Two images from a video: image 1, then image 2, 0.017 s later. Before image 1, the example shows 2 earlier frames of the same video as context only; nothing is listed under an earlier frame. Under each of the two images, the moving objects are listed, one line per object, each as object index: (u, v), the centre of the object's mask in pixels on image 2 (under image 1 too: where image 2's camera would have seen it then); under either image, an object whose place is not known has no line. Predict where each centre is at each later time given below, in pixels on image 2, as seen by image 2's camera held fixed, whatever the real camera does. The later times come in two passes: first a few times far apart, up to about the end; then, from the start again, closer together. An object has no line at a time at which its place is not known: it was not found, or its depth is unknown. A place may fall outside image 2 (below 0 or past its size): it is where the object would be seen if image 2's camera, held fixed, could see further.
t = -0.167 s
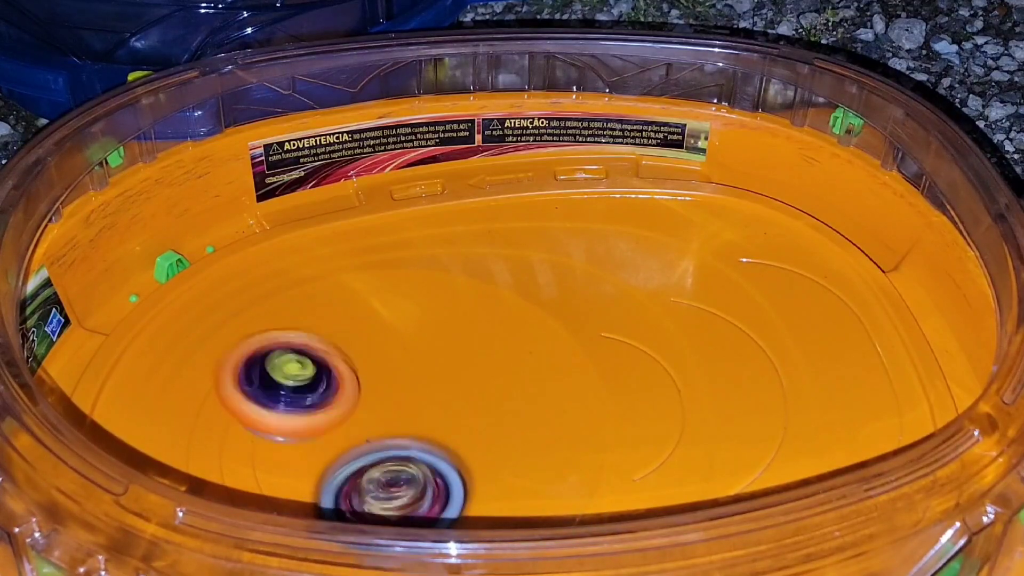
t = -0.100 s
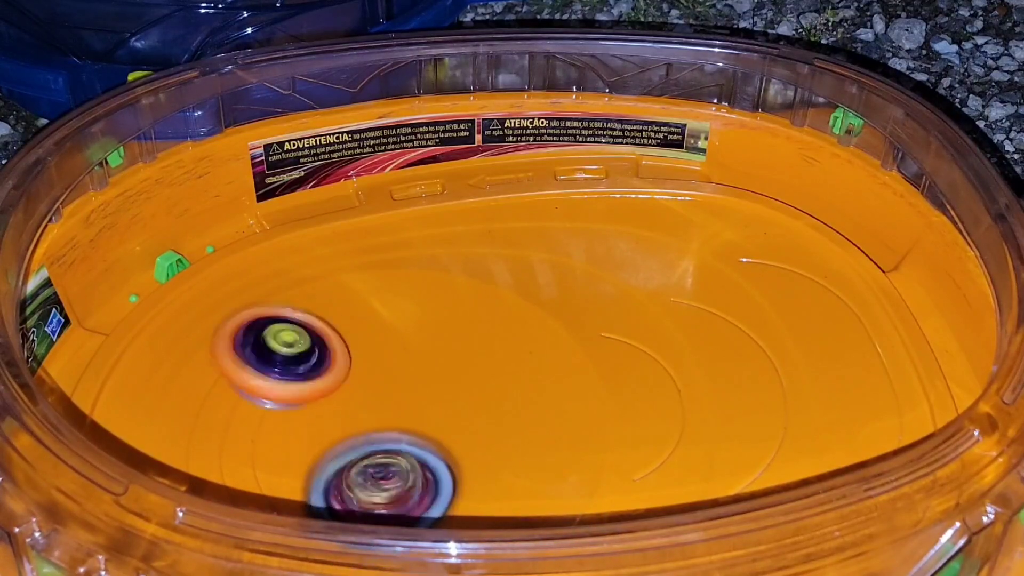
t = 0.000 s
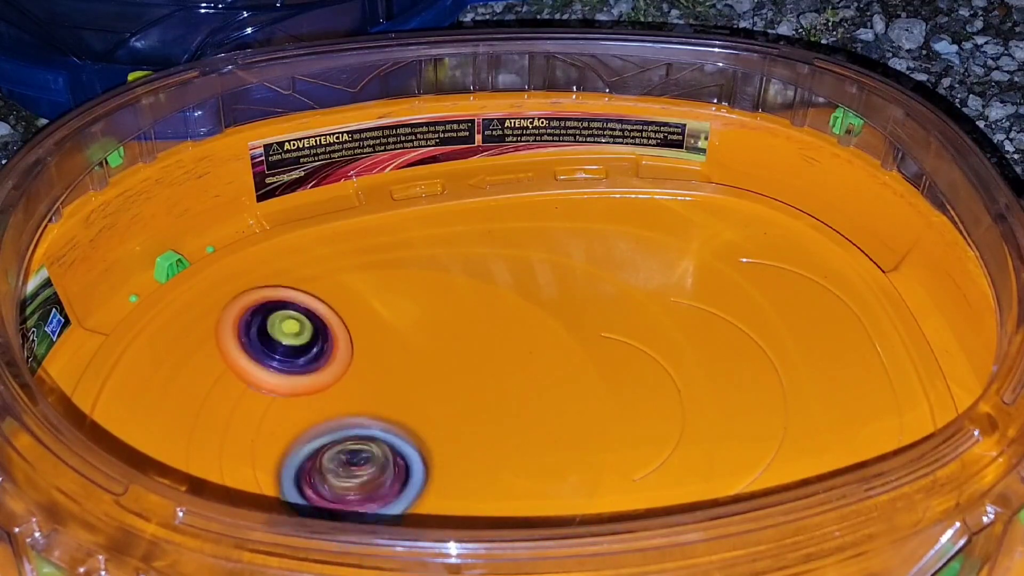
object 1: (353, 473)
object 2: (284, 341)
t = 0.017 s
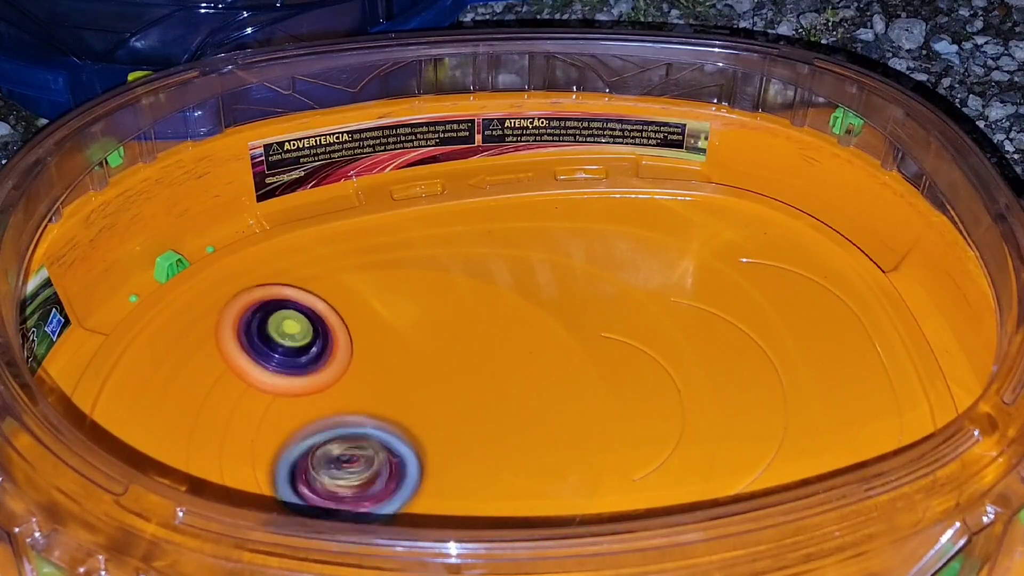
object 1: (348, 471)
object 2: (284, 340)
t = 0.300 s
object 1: (266, 447)
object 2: (305, 325)
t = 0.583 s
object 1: (263, 433)
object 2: (373, 343)
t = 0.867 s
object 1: (268, 412)
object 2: (432, 395)
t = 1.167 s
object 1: (295, 385)
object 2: (405, 456)
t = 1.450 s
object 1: (305, 323)
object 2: (351, 469)
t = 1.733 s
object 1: (361, 298)
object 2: (314, 448)
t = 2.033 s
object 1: (398, 269)
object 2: (374, 404)
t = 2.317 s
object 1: (454, 287)
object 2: (422, 438)
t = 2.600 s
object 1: (479, 321)
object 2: (434, 480)
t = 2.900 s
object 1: (498, 392)
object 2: (376, 473)
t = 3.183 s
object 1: (497, 411)
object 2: (374, 390)
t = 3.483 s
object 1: (481, 431)
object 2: (419, 274)
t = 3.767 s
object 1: (383, 456)
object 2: (423, 267)
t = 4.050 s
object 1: (303, 467)
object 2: (399, 379)
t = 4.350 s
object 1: (237, 445)
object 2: (528, 500)
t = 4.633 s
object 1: (233, 380)
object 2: (562, 529)
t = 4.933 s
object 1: (300, 346)
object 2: (539, 509)
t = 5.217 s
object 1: (396, 342)
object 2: (407, 502)
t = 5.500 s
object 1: (474, 355)
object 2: (398, 501)
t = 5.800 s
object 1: (510, 387)
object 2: (428, 500)
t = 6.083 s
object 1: (461, 420)
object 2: (384, 504)
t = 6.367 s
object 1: (384, 426)
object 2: (373, 509)
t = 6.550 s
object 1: (355, 391)
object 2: (389, 506)
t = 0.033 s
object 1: (342, 469)
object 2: (284, 338)
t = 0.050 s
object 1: (335, 468)
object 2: (284, 337)
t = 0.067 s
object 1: (329, 467)
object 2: (284, 335)
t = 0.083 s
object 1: (324, 466)
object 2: (285, 335)
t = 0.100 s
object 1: (318, 465)
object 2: (285, 333)
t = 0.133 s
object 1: (310, 465)
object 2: (287, 331)
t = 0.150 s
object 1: (305, 465)
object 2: (288, 330)
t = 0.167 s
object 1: (300, 464)
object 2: (289, 328)
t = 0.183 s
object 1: (295, 462)
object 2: (291, 327)
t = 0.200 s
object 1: (291, 458)
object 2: (292, 326)
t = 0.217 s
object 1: (285, 457)
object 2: (294, 326)
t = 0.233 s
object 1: (281, 455)
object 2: (295, 325)
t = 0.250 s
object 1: (277, 454)
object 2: (298, 325)
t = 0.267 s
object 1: (273, 452)
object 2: (299, 325)
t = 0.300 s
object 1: (266, 447)
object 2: (305, 325)
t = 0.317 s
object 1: (264, 444)
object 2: (308, 325)
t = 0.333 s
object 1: (262, 441)
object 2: (311, 327)
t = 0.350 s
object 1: (258, 438)
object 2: (315, 326)
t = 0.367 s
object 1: (255, 434)
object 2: (318, 328)
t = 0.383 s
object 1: (254, 432)
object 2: (323, 326)
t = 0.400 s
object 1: (253, 432)
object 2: (328, 325)
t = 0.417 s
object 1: (255, 432)
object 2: (333, 323)
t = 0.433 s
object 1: (258, 433)
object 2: (338, 324)
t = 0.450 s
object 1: (261, 433)
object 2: (342, 325)
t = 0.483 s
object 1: (265, 433)
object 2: (349, 329)
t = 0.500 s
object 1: (266, 434)
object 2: (353, 331)
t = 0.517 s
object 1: (266, 434)
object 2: (357, 333)
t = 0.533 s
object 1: (265, 434)
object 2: (361, 336)
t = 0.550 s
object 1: (264, 434)
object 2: (365, 338)
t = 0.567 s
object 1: (263, 433)
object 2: (369, 340)
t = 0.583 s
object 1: (263, 433)
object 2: (373, 343)
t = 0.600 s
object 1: (263, 432)
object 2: (377, 345)
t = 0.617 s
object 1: (264, 432)
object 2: (381, 349)
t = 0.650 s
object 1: (267, 431)
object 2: (389, 355)
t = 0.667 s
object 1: (270, 430)
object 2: (393, 357)
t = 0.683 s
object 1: (272, 427)
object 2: (397, 361)
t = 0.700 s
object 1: (275, 425)
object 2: (400, 364)
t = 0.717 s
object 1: (278, 423)
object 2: (404, 368)
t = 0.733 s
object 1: (278, 422)
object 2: (410, 369)
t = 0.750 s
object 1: (276, 422)
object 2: (417, 370)
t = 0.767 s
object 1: (274, 421)
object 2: (423, 372)
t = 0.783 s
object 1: (273, 421)
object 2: (425, 376)
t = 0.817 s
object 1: (270, 418)
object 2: (429, 383)
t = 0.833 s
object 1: (269, 417)
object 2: (431, 386)
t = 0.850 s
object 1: (268, 414)
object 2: (432, 391)
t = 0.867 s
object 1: (268, 412)
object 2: (432, 395)
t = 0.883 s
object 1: (268, 410)
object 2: (434, 399)
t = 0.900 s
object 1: (267, 408)
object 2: (433, 403)
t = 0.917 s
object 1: (268, 406)
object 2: (434, 406)
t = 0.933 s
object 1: (268, 404)
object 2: (433, 410)
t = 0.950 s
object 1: (270, 402)
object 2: (432, 414)
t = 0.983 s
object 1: (273, 397)
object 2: (430, 421)
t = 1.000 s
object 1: (274, 395)
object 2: (429, 425)
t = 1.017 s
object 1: (276, 393)
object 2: (427, 428)
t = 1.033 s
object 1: (277, 391)
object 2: (427, 431)
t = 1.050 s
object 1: (278, 389)
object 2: (424, 435)
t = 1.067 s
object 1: (279, 388)
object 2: (423, 438)
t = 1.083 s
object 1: (281, 387)
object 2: (420, 442)
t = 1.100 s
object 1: (283, 386)
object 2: (417, 445)
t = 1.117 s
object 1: (285, 386)
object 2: (414, 448)
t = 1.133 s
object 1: (288, 385)
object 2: (411, 451)
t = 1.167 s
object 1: (295, 385)
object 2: (405, 456)
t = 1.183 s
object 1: (299, 384)
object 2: (404, 460)
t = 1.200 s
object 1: (302, 380)
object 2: (404, 465)
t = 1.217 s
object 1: (303, 375)
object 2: (403, 469)
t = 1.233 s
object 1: (304, 371)
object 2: (401, 472)
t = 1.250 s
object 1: (305, 366)
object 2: (398, 473)
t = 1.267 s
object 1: (306, 362)
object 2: (395, 473)
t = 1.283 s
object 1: (306, 358)
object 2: (389, 474)
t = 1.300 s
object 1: (306, 354)
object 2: (386, 475)
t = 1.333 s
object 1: (307, 344)
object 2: (378, 475)
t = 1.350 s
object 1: (308, 339)
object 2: (375, 475)
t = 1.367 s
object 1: (308, 335)
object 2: (370, 474)
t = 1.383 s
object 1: (308, 331)
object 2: (367, 473)
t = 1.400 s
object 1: (307, 329)
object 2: (362, 473)
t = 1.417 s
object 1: (306, 326)
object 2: (359, 472)
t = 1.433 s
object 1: (306, 324)
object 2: (355, 470)
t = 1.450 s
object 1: (305, 323)
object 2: (351, 469)
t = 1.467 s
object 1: (305, 322)
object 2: (349, 468)
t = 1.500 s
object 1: (305, 322)
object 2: (342, 464)
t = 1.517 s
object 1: (306, 323)
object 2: (340, 462)
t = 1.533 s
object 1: (308, 324)
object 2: (336, 458)
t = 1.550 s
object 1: (311, 326)
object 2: (335, 456)
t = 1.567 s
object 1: (313, 327)
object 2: (332, 453)
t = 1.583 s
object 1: (318, 327)
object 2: (331, 450)
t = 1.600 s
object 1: (321, 328)
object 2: (330, 447)
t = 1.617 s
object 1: (325, 328)
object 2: (328, 443)
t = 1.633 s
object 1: (332, 326)
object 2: (326, 443)
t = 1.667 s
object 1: (344, 314)
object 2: (317, 450)
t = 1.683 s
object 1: (349, 310)
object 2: (315, 452)
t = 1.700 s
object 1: (353, 305)
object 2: (314, 452)
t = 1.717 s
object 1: (357, 302)
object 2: (312, 450)
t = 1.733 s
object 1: (361, 298)
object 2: (314, 448)
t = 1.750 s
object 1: (364, 295)
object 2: (315, 446)
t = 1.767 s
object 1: (367, 292)
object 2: (316, 443)
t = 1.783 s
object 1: (370, 289)
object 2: (320, 442)
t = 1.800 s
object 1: (373, 286)
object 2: (321, 440)
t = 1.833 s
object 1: (378, 280)
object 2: (326, 434)
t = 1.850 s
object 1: (380, 278)
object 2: (328, 431)
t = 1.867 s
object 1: (383, 274)
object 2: (332, 429)
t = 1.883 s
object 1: (385, 273)
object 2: (335, 427)
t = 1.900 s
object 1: (388, 271)
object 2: (339, 423)
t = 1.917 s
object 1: (390, 269)
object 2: (343, 422)
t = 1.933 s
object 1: (391, 268)
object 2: (345, 419)
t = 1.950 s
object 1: (393, 267)
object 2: (351, 416)
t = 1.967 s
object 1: (394, 267)
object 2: (355, 415)
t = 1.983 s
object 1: (395, 267)
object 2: (359, 411)
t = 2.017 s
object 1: (397, 267)
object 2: (368, 408)
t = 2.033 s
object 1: (398, 269)
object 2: (374, 404)
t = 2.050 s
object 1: (399, 270)
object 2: (379, 403)
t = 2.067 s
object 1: (401, 271)
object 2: (382, 401)
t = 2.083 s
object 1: (403, 273)
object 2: (389, 399)
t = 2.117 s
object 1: (405, 276)
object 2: (394, 398)
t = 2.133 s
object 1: (406, 278)
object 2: (399, 395)
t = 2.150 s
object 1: (409, 280)
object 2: (405, 395)
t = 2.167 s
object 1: (412, 283)
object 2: (409, 393)
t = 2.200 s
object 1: (419, 287)
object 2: (419, 394)
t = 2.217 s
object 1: (423, 289)
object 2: (421, 399)
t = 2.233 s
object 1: (430, 289)
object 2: (420, 408)
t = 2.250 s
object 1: (435, 289)
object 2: (420, 418)
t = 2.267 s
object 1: (440, 289)
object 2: (420, 425)
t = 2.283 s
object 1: (445, 288)
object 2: (421, 430)
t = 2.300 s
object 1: (448, 288)
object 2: (421, 436)
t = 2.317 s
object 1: (454, 287)
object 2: (422, 438)
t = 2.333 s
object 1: (457, 288)
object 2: (424, 440)
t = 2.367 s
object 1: (464, 288)
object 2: (431, 445)
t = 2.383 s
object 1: (467, 289)
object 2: (432, 449)
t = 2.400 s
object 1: (470, 289)
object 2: (435, 452)
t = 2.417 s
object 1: (472, 290)
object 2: (436, 456)
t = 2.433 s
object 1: (473, 290)
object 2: (436, 459)
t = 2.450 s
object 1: (475, 293)
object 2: (438, 463)
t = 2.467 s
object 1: (475, 294)
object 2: (438, 466)
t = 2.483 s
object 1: (476, 297)
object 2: (438, 468)
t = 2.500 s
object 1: (477, 299)
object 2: (438, 471)
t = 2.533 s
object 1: (478, 305)
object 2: (437, 475)
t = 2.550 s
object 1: (478, 309)
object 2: (437, 476)
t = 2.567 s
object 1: (479, 312)
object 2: (435, 478)
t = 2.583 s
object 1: (479, 317)
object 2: (435, 479)
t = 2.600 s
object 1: (479, 321)
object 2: (434, 480)
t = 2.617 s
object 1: (480, 327)
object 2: (431, 482)
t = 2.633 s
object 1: (480, 331)
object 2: (430, 482)
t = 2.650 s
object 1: (480, 335)
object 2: (428, 483)
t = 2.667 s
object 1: (480, 340)
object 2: (425, 484)
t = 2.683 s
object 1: (480, 345)
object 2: (424, 483)
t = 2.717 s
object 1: (480, 355)
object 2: (418, 484)
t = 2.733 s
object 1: (480, 359)
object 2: (417, 483)
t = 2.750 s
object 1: (479, 365)
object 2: (414, 483)
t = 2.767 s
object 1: (480, 369)
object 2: (411, 482)
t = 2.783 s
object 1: (479, 375)
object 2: (410, 481)
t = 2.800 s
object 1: (480, 379)
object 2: (406, 480)
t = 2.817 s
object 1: (479, 384)
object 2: (403, 479)
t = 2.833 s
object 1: (482, 388)
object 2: (399, 479)
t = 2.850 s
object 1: (486, 388)
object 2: (392, 480)
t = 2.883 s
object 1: (493, 391)
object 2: (378, 476)
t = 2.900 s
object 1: (498, 392)
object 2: (376, 473)
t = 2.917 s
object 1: (500, 393)
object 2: (374, 472)
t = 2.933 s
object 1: (503, 394)
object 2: (372, 467)
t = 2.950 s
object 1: (505, 395)
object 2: (372, 463)
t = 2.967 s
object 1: (507, 395)
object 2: (370, 460)
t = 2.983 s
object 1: (507, 396)
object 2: (368, 457)
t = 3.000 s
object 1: (508, 397)
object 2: (367, 453)
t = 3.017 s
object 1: (507, 398)
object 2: (367, 448)
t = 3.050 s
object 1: (505, 399)
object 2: (367, 439)
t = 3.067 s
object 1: (504, 400)
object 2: (368, 434)
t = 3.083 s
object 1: (501, 401)
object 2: (369, 430)
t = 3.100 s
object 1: (499, 402)
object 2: (371, 425)
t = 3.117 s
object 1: (496, 403)
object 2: (371, 421)
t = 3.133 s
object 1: (495, 405)
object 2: (372, 417)
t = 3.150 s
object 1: (494, 407)
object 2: (373, 409)
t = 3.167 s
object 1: (496, 409)
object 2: (373, 400)
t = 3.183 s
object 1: (497, 411)
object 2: (374, 390)
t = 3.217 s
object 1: (502, 414)
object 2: (381, 374)
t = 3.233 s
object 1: (504, 416)
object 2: (385, 365)
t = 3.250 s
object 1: (506, 418)
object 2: (390, 359)
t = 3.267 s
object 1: (507, 419)
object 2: (393, 351)
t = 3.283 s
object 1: (509, 420)
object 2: (398, 345)
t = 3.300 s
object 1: (509, 422)
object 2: (402, 338)
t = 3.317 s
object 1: (509, 423)
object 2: (404, 331)
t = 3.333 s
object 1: (508, 424)
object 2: (408, 321)
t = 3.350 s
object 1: (507, 424)
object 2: (411, 315)
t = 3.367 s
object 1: (505, 425)
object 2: (412, 309)
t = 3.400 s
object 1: (501, 427)
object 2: (416, 296)
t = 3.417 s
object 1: (499, 427)
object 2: (417, 291)
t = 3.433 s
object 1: (495, 428)
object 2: (417, 286)
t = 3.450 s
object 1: (491, 429)
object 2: (418, 281)
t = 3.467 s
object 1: (486, 430)
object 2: (419, 277)
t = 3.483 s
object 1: (481, 431)
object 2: (419, 274)
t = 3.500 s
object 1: (475, 432)
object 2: (419, 272)
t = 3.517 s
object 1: (470, 433)
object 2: (419, 269)
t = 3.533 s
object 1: (465, 434)
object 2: (420, 267)
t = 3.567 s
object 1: (454, 437)
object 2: (420, 266)
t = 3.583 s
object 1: (448, 440)
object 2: (420, 263)
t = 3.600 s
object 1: (442, 441)
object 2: (419, 261)
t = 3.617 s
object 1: (436, 443)
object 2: (421, 259)
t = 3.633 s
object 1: (430, 445)
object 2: (421, 260)
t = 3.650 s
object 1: (425, 446)
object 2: (422, 259)
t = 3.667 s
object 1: (419, 447)
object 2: (423, 260)
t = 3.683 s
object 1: (413, 449)
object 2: (423, 261)
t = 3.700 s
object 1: (407, 450)
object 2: (423, 264)
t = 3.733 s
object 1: (396, 454)
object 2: (422, 264)
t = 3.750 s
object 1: (390, 455)
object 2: (423, 264)
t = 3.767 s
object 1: (383, 456)
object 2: (423, 267)
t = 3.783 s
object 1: (378, 456)
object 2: (423, 269)
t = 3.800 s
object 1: (371, 458)
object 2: (422, 271)
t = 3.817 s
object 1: (366, 458)
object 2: (422, 274)
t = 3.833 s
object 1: (360, 459)
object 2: (421, 279)
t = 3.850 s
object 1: (354, 462)
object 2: (420, 283)
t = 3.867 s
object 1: (349, 460)
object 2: (419, 286)
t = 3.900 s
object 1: (338, 462)
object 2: (416, 295)
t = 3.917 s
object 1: (332, 463)
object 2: (416, 301)
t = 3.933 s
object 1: (328, 464)
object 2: (413, 307)
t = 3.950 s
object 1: (323, 464)
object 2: (412, 313)
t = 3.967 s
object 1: (320, 464)
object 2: (409, 323)
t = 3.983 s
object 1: (314, 466)
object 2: (407, 332)
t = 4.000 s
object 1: (312, 466)
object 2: (404, 345)
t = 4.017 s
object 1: (309, 466)
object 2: (401, 355)
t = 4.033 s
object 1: (306, 466)
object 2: (400, 366)
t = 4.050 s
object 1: (303, 467)
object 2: (399, 379)
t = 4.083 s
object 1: (295, 464)
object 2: (399, 403)
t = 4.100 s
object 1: (287, 464)
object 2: (404, 416)
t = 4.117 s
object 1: (279, 463)
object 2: (412, 431)
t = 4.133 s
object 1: (274, 462)
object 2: (420, 445)
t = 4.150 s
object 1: (270, 462)
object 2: (426, 455)
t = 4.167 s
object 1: (267, 461)
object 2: (437, 464)
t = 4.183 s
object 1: (265, 461)
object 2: (446, 469)
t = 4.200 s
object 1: (262, 460)
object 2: (456, 476)
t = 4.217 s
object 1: (258, 460)
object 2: (466, 482)
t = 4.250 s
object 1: (251, 459)
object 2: (484, 489)
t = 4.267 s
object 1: (247, 459)
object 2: (494, 493)
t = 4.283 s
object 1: (241, 457)
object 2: (502, 495)
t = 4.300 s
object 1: (237, 455)
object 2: (510, 497)
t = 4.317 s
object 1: (238, 450)
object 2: (518, 498)
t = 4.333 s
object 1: (237, 451)
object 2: (523, 499)
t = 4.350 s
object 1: (237, 445)
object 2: (528, 500)
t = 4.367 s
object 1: (234, 442)
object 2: (531, 501)
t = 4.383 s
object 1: (231, 440)
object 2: (536, 502)
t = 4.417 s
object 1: (229, 433)
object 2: (542, 503)
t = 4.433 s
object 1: (227, 430)
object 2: (545, 504)
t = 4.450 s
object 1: (226, 426)
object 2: (550, 505)
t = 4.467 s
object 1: (224, 423)
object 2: (553, 505)
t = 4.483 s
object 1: (225, 419)
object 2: (555, 506)
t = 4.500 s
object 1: (225, 415)
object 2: (558, 506)
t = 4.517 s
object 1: (225, 411)
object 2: (560, 506)
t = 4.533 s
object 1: (225, 406)
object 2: (564, 530)
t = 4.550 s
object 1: (225, 401)
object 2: (567, 528)
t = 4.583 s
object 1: (229, 393)
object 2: (564, 530)
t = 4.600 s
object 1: (230, 389)
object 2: (562, 529)
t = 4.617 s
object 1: (232, 384)
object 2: (562, 529)
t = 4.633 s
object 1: (233, 380)
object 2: (562, 529)
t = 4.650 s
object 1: (236, 376)
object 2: (562, 528)
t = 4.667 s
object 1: (237, 372)
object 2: (563, 528)
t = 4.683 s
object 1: (240, 369)
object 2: (564, 528)
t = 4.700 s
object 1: (243, 365)
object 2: (568, 522)
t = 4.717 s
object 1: (245, 363)
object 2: (572, 506)
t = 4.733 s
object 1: (249, 360)
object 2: (573, 507)
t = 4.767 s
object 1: (256, 356)
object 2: (568, 509)
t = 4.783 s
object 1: (259, 355)
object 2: (567, 509)
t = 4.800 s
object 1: (264, 354)
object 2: (564, 510)
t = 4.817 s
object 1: (268, 352)
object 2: (560, 510)
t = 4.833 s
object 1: (273, 351)
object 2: (557, 510)
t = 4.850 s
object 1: (278, 350)
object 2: (555, 509)
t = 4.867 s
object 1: (283, 349)
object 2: (552, 509)
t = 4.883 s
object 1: (289, 348)
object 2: (549, 509)
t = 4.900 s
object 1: (292, 349)
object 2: (546, 509)
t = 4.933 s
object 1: (300, 346)
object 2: (539, 509)
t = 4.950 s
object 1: (306, 345)
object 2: (535, 508)
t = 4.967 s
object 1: (311, 344)
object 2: (528, 507)
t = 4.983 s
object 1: (317, 343)
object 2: (520, 507)
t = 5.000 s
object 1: (323, 343)
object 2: (511, 506)
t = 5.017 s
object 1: (329, 343)
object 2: (504, 505)
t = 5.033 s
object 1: (335, 343)
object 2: (495, 504)
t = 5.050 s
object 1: (340, 342)
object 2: (487, 504)
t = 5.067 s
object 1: (346, 342)
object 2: (476, 503)
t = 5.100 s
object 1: (357, 343)
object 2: (459, 504)
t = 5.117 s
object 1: (363, 342)
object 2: (450, 504)
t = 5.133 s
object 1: (369, 343)
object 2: (441, 503)
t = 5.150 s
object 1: (374, 342)
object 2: (432, 503)
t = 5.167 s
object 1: (380, 342)
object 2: (425, 503)
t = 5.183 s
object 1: (385, 342)
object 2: (418, 503)
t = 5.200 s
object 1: (391, 342)
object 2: (412, 502)
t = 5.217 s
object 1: (396, 342)
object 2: (407, 502)
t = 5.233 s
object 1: (401, 343)
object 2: (402, 502)
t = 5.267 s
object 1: (411, 343)
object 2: (394, 502)
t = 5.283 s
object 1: (417, 343)
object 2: (392, 501)
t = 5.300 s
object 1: (421, 344)
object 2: (390, 501)
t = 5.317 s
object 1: (426, 345)
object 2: (389, 501)
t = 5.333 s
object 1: (431, 345)
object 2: (389, 501)
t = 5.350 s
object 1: (436, 346)
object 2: (388, 501)
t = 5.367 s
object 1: (441, 347)
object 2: (388, 501)
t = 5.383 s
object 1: (445, 348)
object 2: (389, 501)
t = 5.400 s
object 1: (449, 348)
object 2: (389, 501)
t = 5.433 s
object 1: (458, 350)
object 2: (392, 501)
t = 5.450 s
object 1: (462, 351)
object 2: (395, 501)
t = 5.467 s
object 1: (466, 352)
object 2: (396, 501)
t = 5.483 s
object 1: (470, 353)
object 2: (398, 501)
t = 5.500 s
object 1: (474, 355)
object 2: (398, 501)
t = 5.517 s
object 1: (478, 356)
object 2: (399, 500)
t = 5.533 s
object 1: (482, 357)
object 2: (402, 500)
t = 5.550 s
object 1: (485, 359)
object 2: (404, 500)
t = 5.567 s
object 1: (488, 360)
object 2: (407, 500)
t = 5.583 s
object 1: (492, 362)
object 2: (410, 499)
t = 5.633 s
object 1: (498, 366)
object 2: (418, 499)
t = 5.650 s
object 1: (500, 368)
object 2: (421, 499)
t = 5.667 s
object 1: (503, 370)
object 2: (424, 499)
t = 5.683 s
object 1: (505, 372)
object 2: (426, 499)
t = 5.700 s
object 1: (507, 374)
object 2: (428, 499)
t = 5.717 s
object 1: (509, 377)
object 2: (429, 500)
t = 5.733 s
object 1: (510, 379)
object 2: (430, 500)
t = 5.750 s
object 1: (511, 380)
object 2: (430, 500)
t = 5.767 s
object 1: (511, 382)
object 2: (430, 500)
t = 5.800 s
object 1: (510, 387)
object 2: (428, 500)
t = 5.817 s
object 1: (508, 390)
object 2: (427, 500)
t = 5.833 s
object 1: (507, 393)
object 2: (426, 499)
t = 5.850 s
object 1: (505, 395)
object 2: (424, 499)
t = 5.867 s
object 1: (502, 398)
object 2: (422, 499)
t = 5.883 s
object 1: (500, 400)
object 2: (418, 499)
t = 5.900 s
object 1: (497, 403)
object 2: (415, 499)
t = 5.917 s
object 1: (494, 406)
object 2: (411, 499)
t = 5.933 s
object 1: (490, 408)
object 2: (408, 499)
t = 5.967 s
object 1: (483, 414)
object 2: (403, 499)
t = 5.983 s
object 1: (479, 417)
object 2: (400, 500)
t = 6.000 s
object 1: (478, 417)
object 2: (394, 501)
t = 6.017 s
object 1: (475, 418)
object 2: (390, 503)
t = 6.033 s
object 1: (471, 418)
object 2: (388, 505)
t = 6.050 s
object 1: (467, 419)
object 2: (387, 506)
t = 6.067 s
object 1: (464, 419)
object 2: (386, 505)
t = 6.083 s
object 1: (461, 420)
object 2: (384, 504)
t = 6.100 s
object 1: (457, 420)
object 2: (380, 503)
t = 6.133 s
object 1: (448, 422)
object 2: (374, 503)
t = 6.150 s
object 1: (443, 422)
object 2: (373, 503)
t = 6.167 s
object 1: (439, 423)
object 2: (372, 503)
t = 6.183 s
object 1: (433, 423)
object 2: (372, 503)
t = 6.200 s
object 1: (428, 424)
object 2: (372, 504)
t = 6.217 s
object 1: (424, 425)
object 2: (372, 505)
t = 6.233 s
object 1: (419, 426)
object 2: (374, 506)
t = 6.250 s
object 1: (413, 427)
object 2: (375, 506)
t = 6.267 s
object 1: (408, 428)
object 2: (374, 507)
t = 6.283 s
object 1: (403, 428)
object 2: (373, 508)
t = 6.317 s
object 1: (394, 430)
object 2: (369, 508)
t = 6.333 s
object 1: (389, 430)
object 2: (370, 507)
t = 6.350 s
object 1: (385, 430)
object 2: (372, 507)
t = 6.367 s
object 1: (384, 426)
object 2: (373, 509)
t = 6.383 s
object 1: (380, 423)
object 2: (378, 511)
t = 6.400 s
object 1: (378, 420)
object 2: (388, 510)
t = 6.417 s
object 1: (375, 416)
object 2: (389, 510)
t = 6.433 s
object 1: (373, 414)
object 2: (391, 510)
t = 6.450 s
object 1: (370, 410)
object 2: (389, 509)
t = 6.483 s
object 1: (365, 403)
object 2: (386, 507)
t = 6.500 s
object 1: (363, 400)
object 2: (386, 506)
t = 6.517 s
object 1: (360, 397)
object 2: (386, 506)
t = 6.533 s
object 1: (358, 393)
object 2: (387, 506)
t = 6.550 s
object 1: (355, 391)
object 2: (389, 506)
